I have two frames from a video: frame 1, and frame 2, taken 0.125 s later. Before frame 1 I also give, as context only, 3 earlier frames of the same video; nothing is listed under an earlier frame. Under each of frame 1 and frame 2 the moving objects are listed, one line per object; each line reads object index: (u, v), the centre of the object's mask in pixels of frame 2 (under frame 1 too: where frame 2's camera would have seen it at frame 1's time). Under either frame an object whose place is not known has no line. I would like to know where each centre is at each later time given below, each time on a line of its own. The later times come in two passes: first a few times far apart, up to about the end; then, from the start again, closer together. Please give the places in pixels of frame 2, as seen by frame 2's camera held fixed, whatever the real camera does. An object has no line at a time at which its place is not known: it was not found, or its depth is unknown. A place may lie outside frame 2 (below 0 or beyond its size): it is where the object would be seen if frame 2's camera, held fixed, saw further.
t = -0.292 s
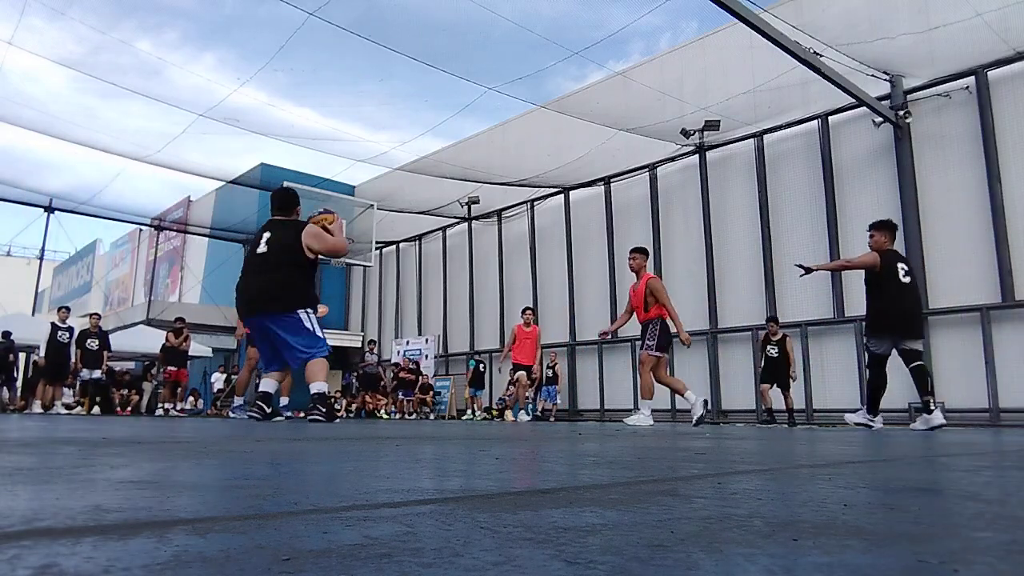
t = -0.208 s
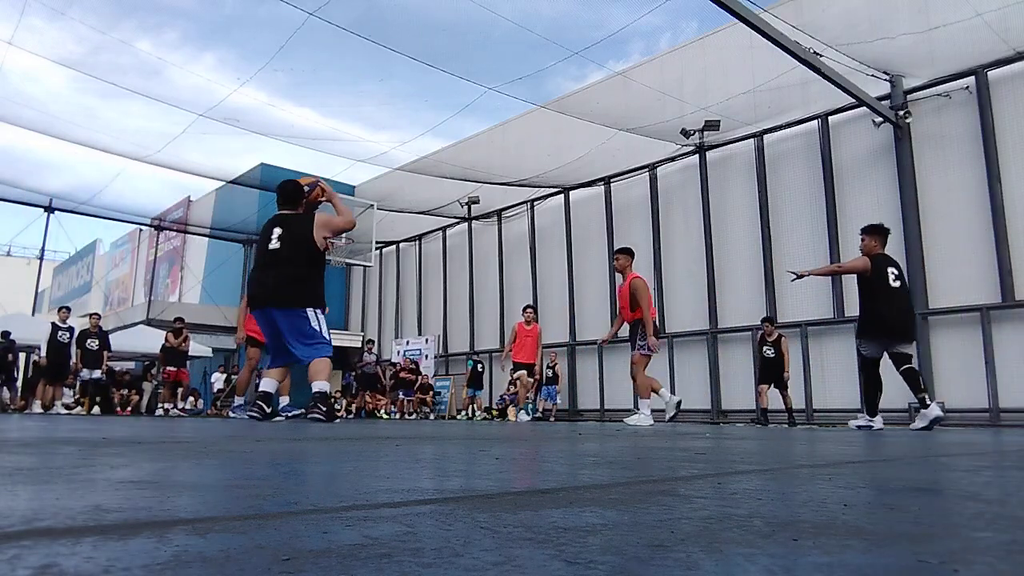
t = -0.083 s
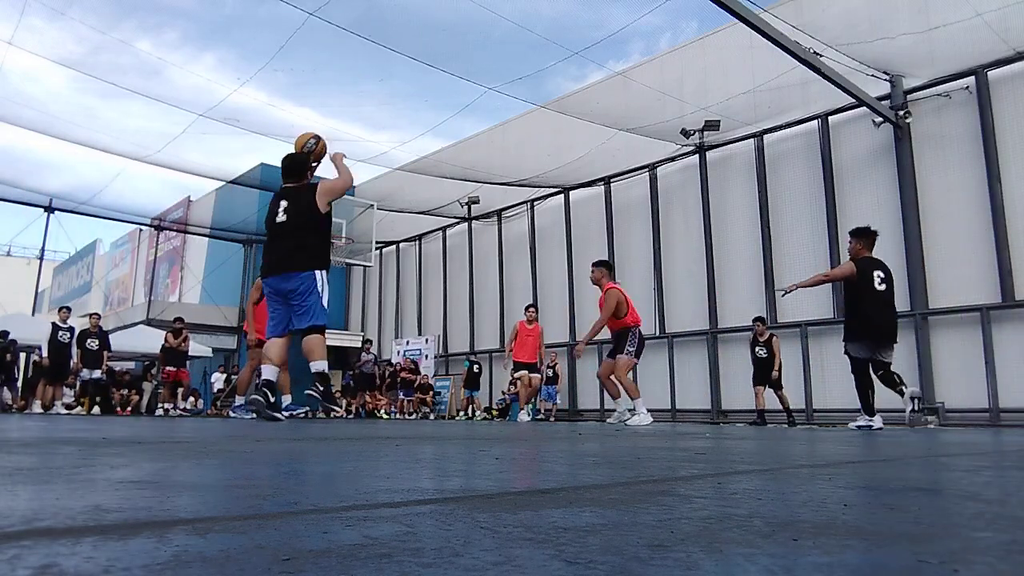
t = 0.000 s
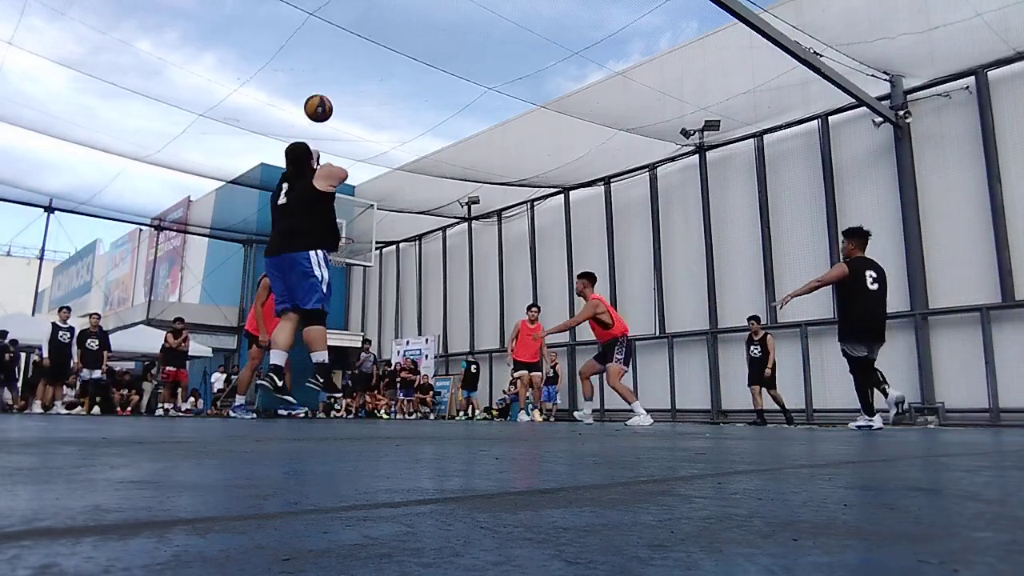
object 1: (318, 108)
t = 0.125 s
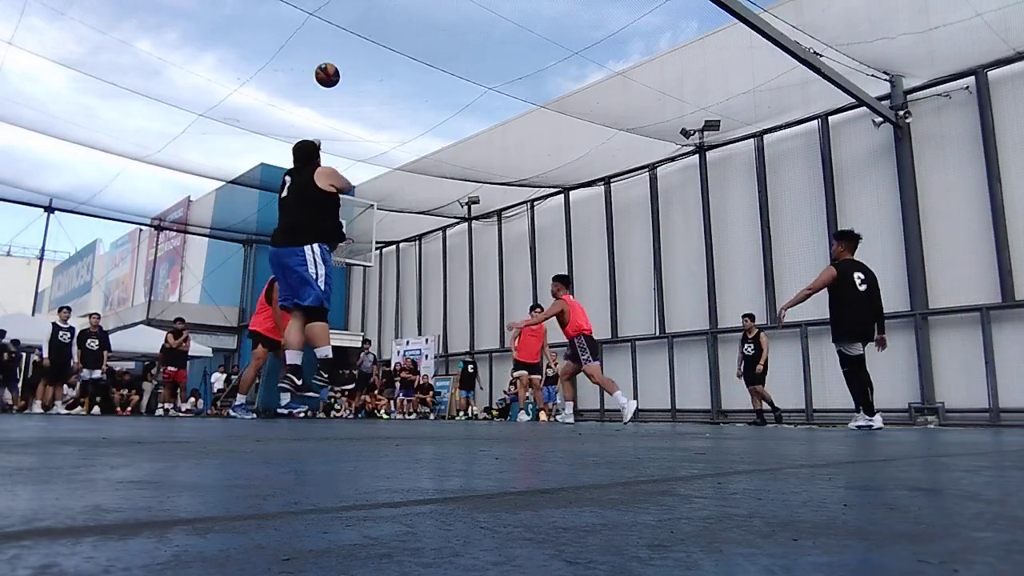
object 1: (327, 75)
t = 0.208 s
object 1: (331, 64)
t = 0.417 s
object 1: (339, 67)
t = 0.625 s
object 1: (343, 96)
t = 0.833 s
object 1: (344, 145)
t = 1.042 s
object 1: (344, 209)
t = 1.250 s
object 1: (341, 209)
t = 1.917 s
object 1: (314, 182)
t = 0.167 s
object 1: (329, 69)
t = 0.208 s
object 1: (331, 64)
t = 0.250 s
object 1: (333, 62)
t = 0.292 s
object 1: (335, 61)
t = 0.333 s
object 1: (337, 62)
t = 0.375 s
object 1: (338, 64)
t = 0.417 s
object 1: (339, 67)
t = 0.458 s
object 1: (340, 71)
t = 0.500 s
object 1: (341, 76)
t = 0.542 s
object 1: (342, 82)
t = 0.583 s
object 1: (342, 89)
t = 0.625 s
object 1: (343, 96)
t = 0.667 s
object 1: (343, 105)
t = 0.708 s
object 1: (343, 114)
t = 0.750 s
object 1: (344, 124)
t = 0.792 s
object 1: (344, 134)
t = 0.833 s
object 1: (344, 145)
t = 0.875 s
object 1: (344, 156)
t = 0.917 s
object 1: (344, 168)
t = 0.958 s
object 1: (345, 181)
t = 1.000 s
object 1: (344, 195)
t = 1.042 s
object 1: (344, 209)
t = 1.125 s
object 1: (345, 237)
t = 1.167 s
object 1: (343, 229)
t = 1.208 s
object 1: (341, 219)
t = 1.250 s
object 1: (341, 209)
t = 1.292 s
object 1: (339, 201)
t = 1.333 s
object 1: (338, 193)
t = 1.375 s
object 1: (336, 188)
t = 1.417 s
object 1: (334, 181)
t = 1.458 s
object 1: (333, 176)
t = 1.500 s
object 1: (332, 173)
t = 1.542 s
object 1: (330, 170)
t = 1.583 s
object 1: (328, 167)
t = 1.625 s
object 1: (327, 166)
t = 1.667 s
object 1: (325, 165)
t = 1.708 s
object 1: (323, 166)
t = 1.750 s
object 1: (321, 168)
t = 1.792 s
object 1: (319, 171)
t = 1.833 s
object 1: (318, 174)
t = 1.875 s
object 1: (315, 179)
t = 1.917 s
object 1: (314, 182)
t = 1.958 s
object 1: (312, 184)
